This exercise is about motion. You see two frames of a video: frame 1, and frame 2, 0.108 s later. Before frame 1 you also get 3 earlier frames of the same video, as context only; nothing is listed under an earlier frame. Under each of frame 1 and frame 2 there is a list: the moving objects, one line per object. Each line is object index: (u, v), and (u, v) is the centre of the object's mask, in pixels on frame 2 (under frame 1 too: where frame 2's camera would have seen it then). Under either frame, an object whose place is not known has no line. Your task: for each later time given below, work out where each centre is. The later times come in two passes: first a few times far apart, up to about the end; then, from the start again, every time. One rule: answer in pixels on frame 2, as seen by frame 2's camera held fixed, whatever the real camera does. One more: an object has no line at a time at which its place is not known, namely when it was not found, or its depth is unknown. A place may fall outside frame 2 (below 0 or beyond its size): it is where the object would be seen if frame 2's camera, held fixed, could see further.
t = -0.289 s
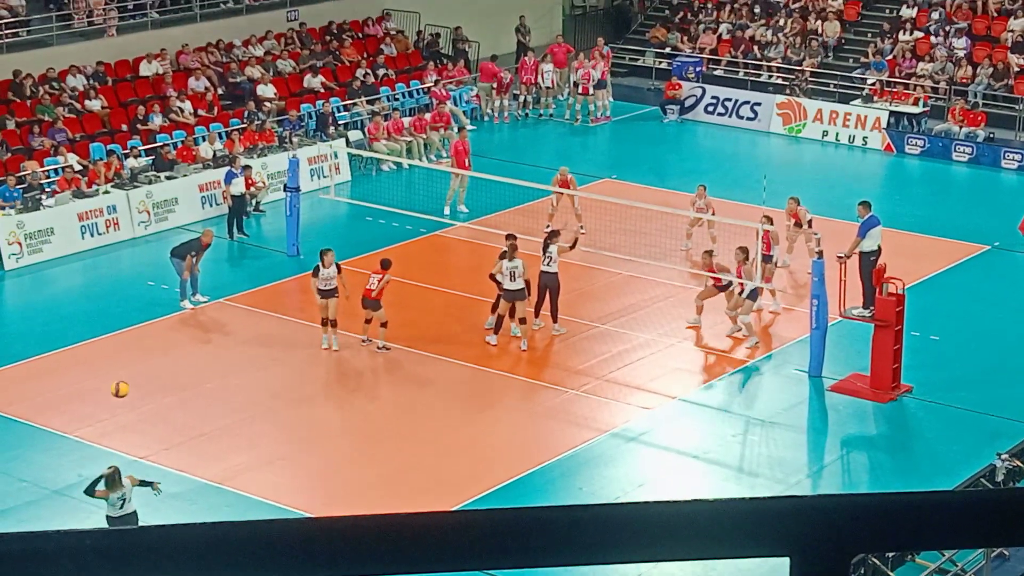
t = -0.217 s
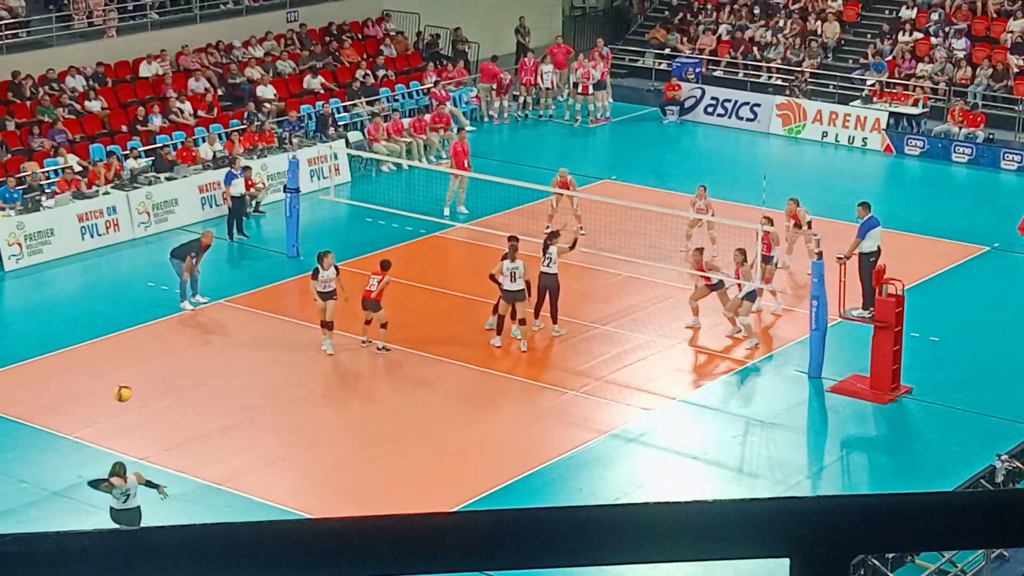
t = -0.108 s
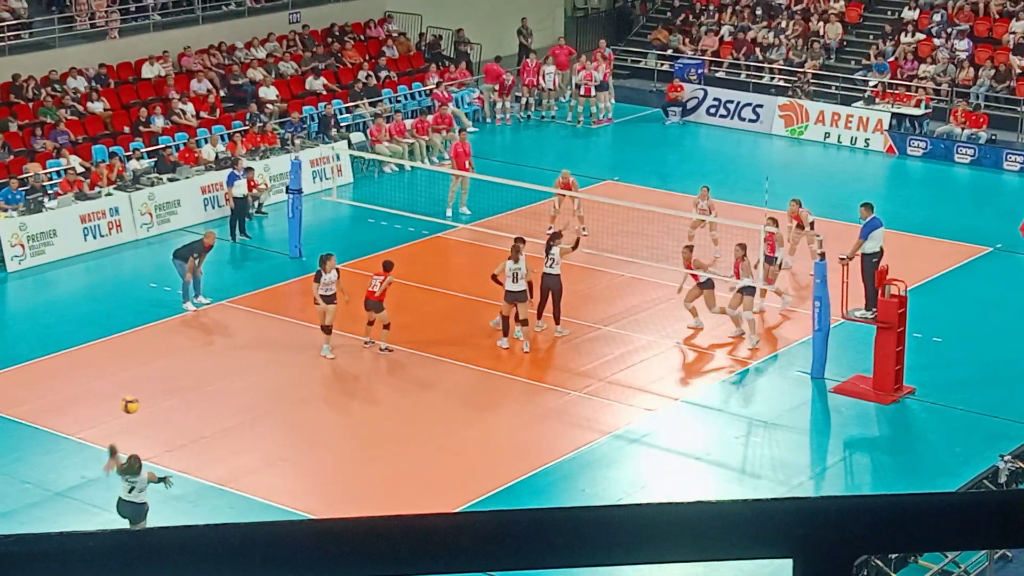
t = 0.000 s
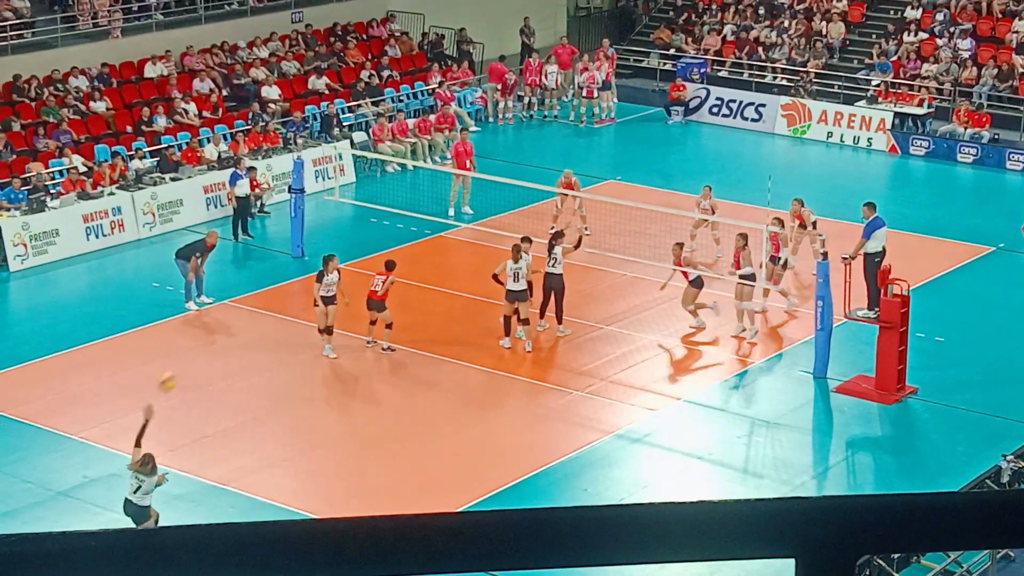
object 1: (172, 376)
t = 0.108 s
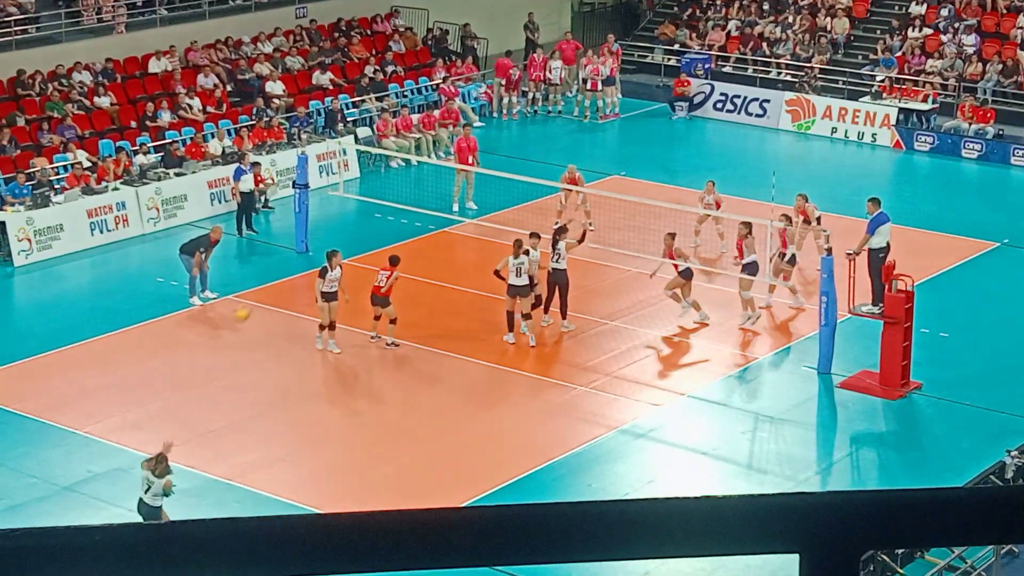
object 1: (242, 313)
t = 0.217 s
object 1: (304, 262)
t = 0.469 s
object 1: (418, 183)
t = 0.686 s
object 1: (496, 153)
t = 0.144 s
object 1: (263, 295)
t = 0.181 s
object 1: (283, 277)
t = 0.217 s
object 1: (304, 262)
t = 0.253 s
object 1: (322, 248)
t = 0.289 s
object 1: (341, 234)
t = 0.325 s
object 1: (358, 222)
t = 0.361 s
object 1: (374, 211)
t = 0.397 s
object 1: (390, 200)
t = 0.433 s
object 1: (404, 191)
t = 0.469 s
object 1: (418, 183)
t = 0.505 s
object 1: (432, 176)
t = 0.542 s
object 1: (445, 170)
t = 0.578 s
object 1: (458, 164)
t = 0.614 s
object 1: (472, 160)
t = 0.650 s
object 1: (485, 156)
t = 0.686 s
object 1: (496, 153)
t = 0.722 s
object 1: (507, 151)
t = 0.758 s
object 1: (518, 149)
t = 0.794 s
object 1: (529, 148)
